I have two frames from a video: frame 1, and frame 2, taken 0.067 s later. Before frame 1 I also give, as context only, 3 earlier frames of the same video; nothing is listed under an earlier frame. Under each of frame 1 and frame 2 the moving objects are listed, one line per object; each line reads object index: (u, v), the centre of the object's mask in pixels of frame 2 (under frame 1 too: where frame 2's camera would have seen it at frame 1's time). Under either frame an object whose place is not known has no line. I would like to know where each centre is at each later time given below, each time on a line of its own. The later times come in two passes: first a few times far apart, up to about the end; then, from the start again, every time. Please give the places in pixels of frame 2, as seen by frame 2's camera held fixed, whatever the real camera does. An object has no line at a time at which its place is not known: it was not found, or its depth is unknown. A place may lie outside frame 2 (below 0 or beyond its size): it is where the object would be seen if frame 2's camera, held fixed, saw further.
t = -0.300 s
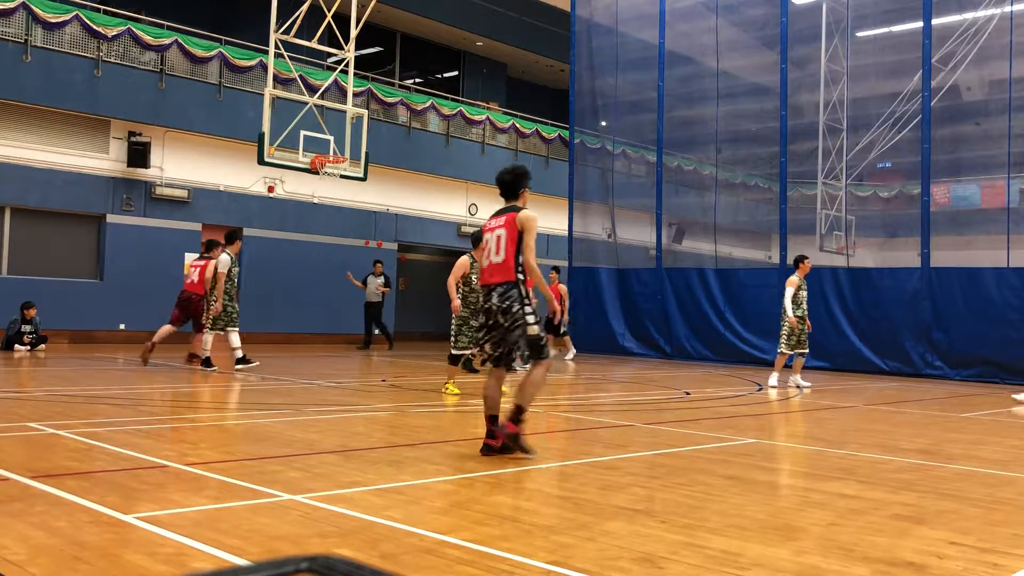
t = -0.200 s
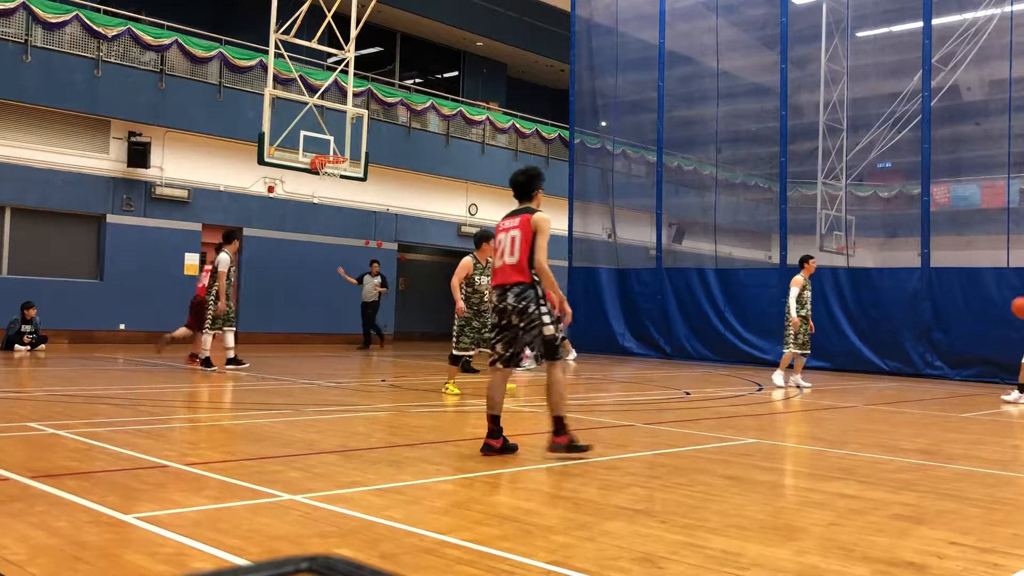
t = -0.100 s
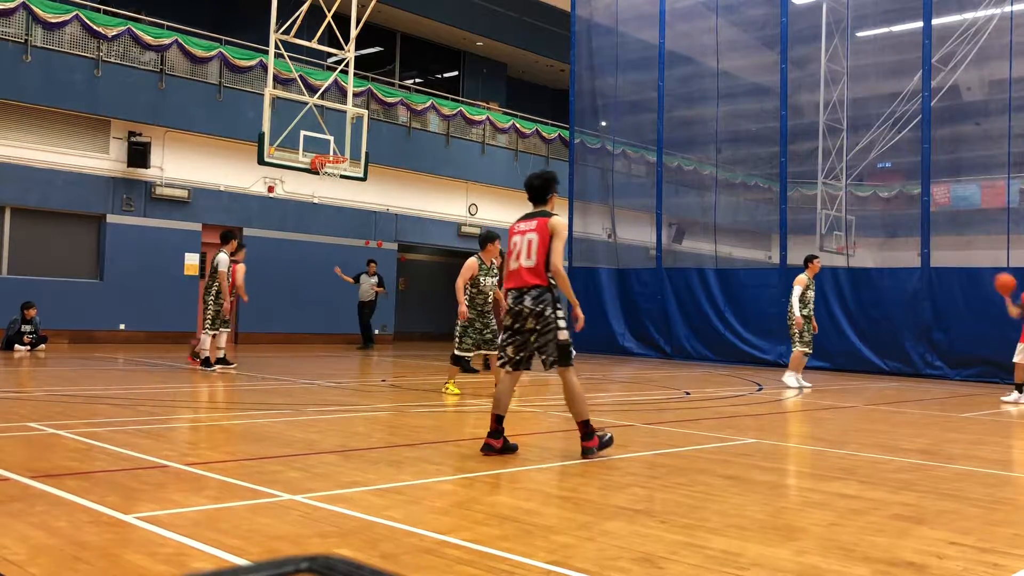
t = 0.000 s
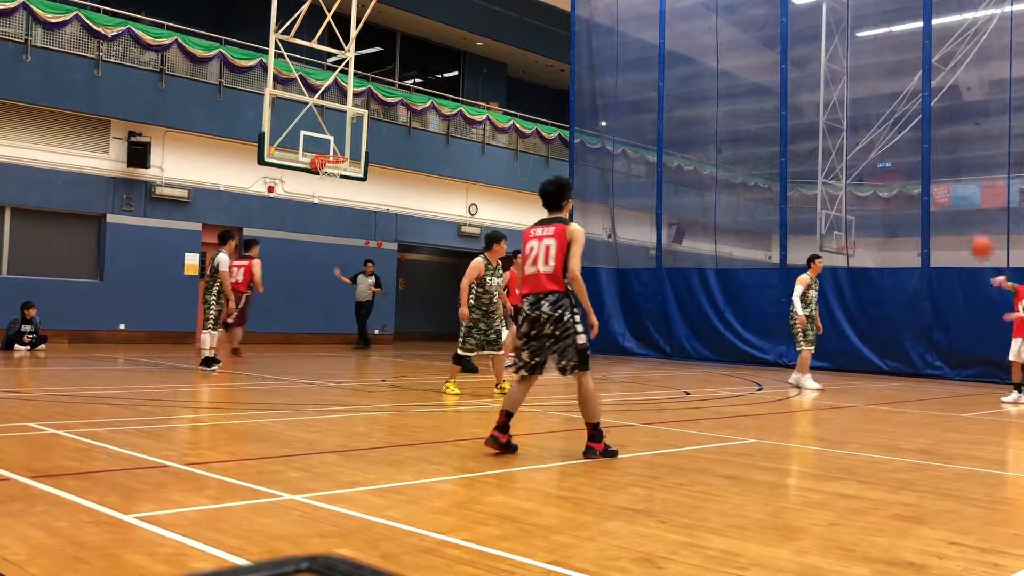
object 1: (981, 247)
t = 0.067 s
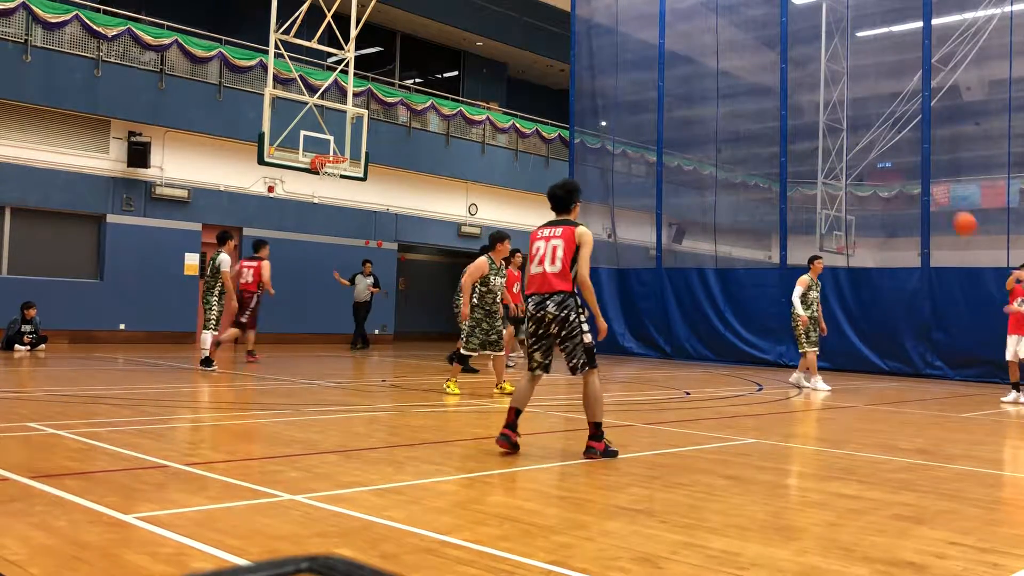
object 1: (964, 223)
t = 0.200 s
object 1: (926, 183)
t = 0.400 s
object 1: (852, 142)
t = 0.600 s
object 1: (752, 134)
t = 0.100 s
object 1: (956, 213)
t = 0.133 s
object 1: (946, 201)
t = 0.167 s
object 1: (937, 192)
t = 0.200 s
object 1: (926, 183)
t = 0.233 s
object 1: (916, 175)
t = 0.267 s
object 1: (904, 167)
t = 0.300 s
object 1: (891, 159)
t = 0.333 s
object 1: (880, 152)
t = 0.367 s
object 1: (866, 147)
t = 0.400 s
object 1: (852, 142)
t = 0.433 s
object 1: (838, 138)
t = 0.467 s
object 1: (822, 134)
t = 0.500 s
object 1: (806, 134)
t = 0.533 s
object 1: (789, 132)
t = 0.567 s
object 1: (770, 133)
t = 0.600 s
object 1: (752, 134)
